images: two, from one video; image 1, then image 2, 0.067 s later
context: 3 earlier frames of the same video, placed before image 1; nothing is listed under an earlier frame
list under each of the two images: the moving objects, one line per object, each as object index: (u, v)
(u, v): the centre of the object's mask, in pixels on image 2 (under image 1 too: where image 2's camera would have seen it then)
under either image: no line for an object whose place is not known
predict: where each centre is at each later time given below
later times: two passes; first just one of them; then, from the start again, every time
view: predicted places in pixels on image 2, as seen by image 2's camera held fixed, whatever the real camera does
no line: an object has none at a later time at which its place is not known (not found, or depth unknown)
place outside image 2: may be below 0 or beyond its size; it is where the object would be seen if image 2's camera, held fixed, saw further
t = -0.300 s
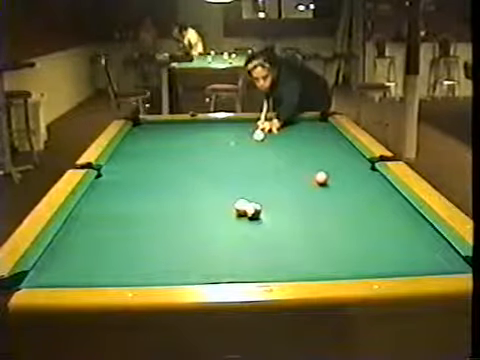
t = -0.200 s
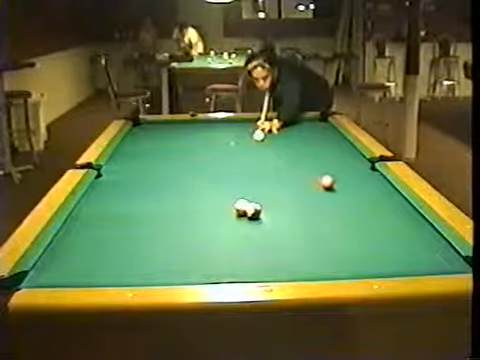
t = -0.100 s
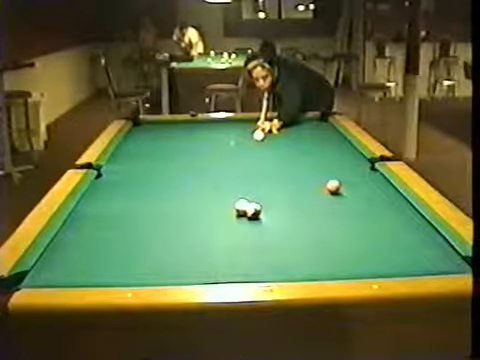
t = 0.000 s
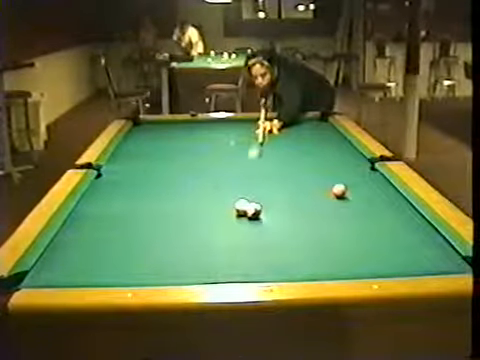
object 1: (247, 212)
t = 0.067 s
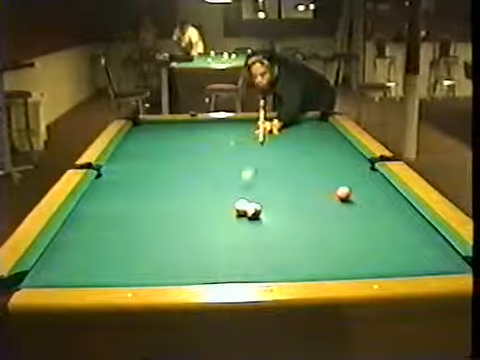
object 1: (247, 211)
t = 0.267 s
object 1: (132, 249)
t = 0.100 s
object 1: (246, 211)
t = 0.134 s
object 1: (237, 209)
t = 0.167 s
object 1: (212, 220)
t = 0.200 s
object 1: (184, 229)
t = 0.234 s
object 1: (158, 239)
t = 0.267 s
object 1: (132, 249)
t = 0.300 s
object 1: (100, 261)
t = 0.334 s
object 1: (73, 269)
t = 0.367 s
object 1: (39, 280)
